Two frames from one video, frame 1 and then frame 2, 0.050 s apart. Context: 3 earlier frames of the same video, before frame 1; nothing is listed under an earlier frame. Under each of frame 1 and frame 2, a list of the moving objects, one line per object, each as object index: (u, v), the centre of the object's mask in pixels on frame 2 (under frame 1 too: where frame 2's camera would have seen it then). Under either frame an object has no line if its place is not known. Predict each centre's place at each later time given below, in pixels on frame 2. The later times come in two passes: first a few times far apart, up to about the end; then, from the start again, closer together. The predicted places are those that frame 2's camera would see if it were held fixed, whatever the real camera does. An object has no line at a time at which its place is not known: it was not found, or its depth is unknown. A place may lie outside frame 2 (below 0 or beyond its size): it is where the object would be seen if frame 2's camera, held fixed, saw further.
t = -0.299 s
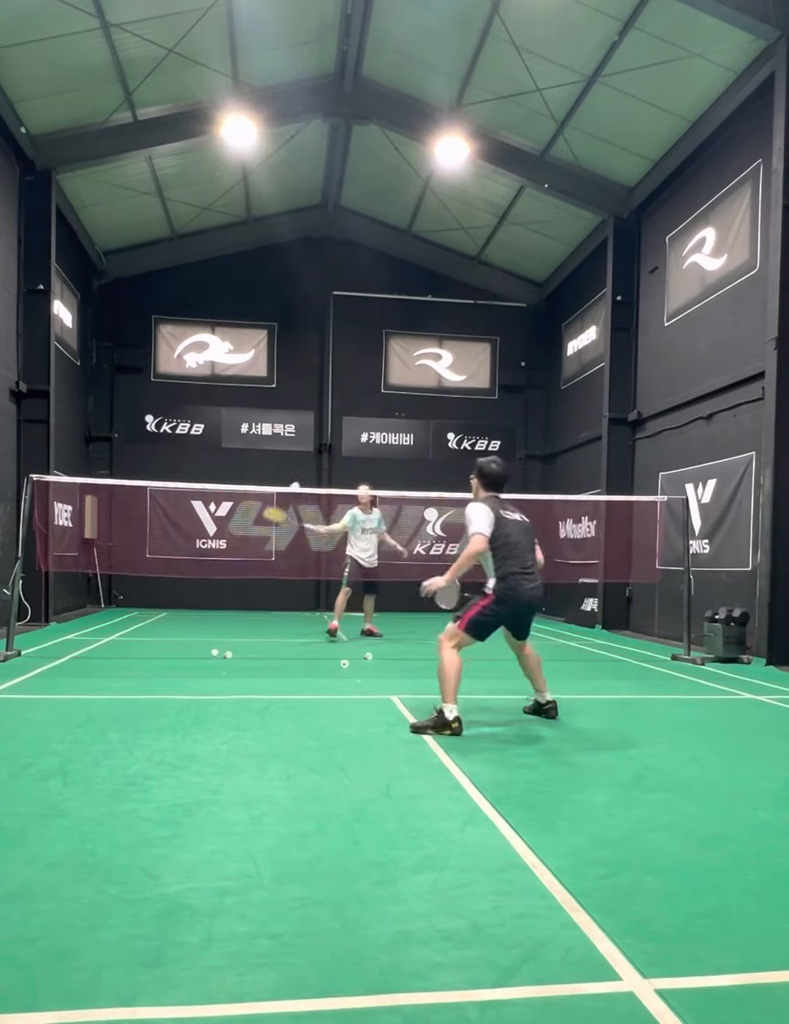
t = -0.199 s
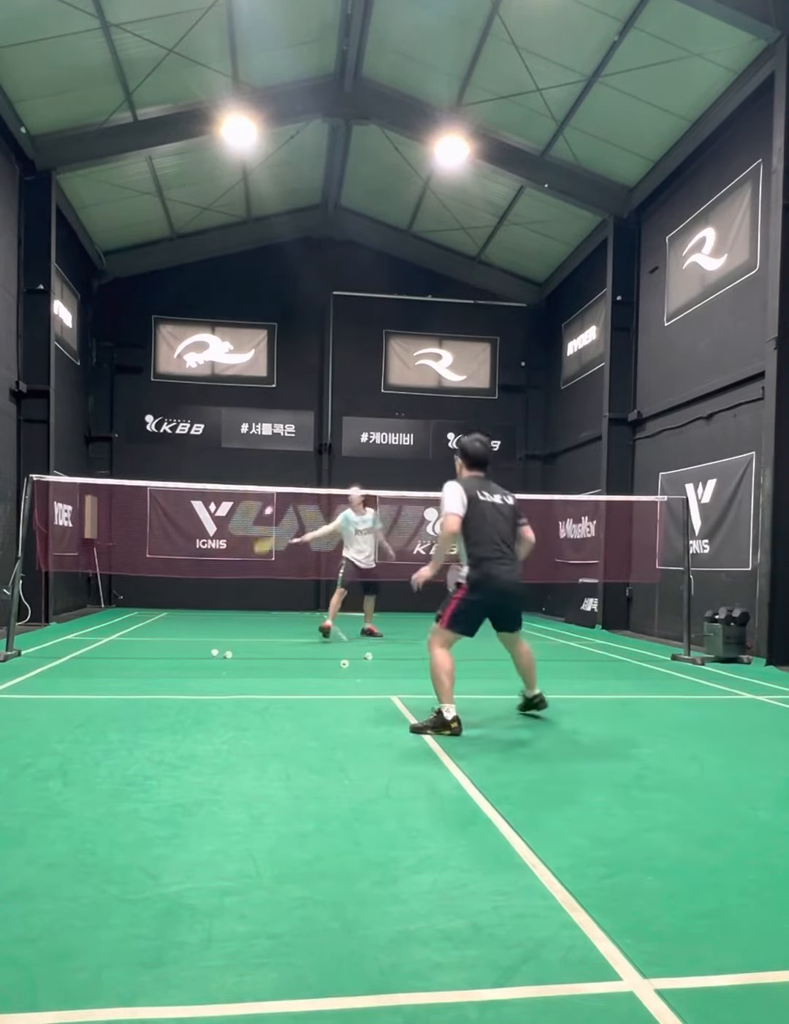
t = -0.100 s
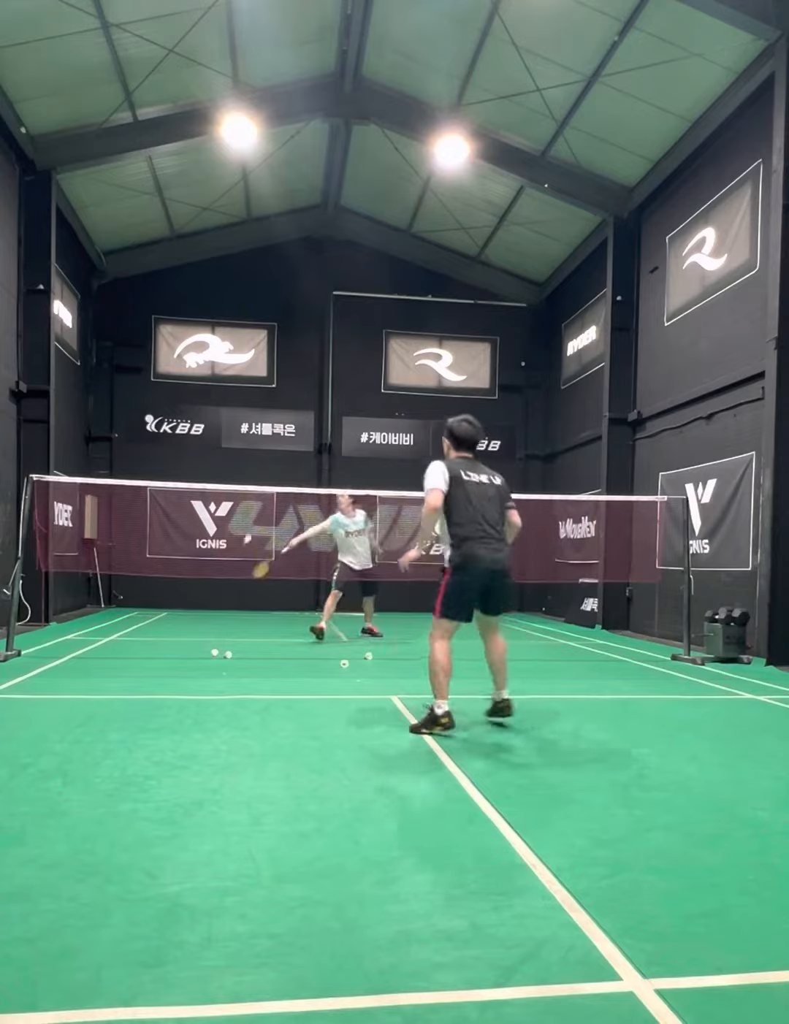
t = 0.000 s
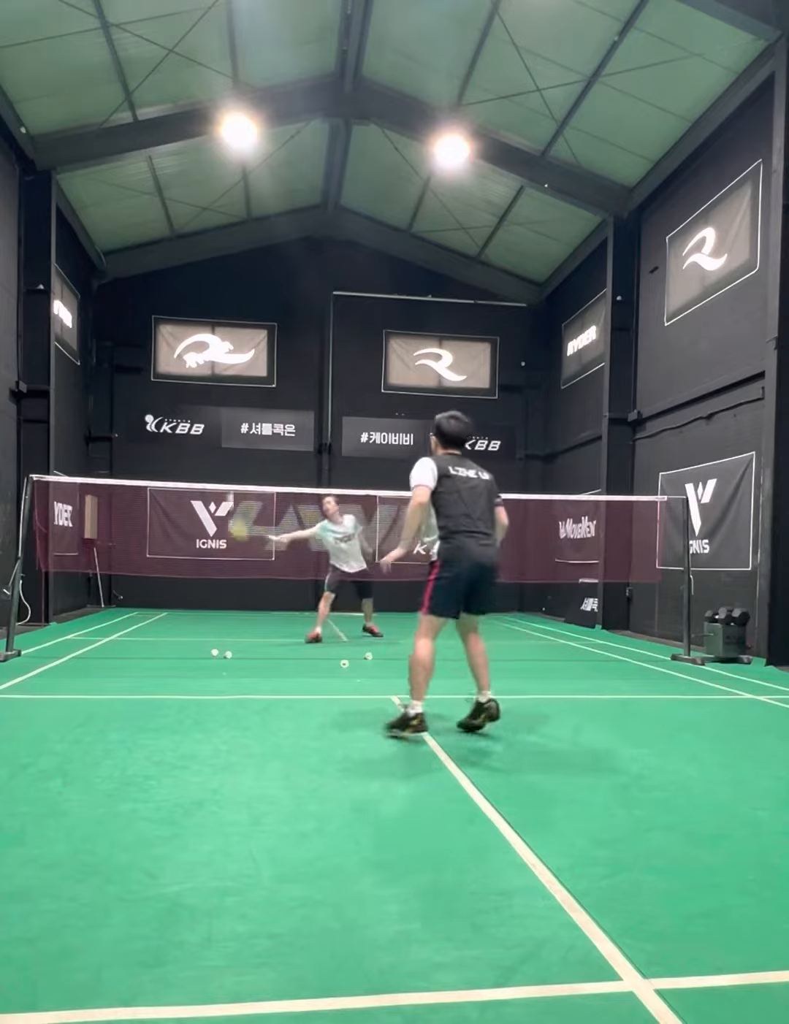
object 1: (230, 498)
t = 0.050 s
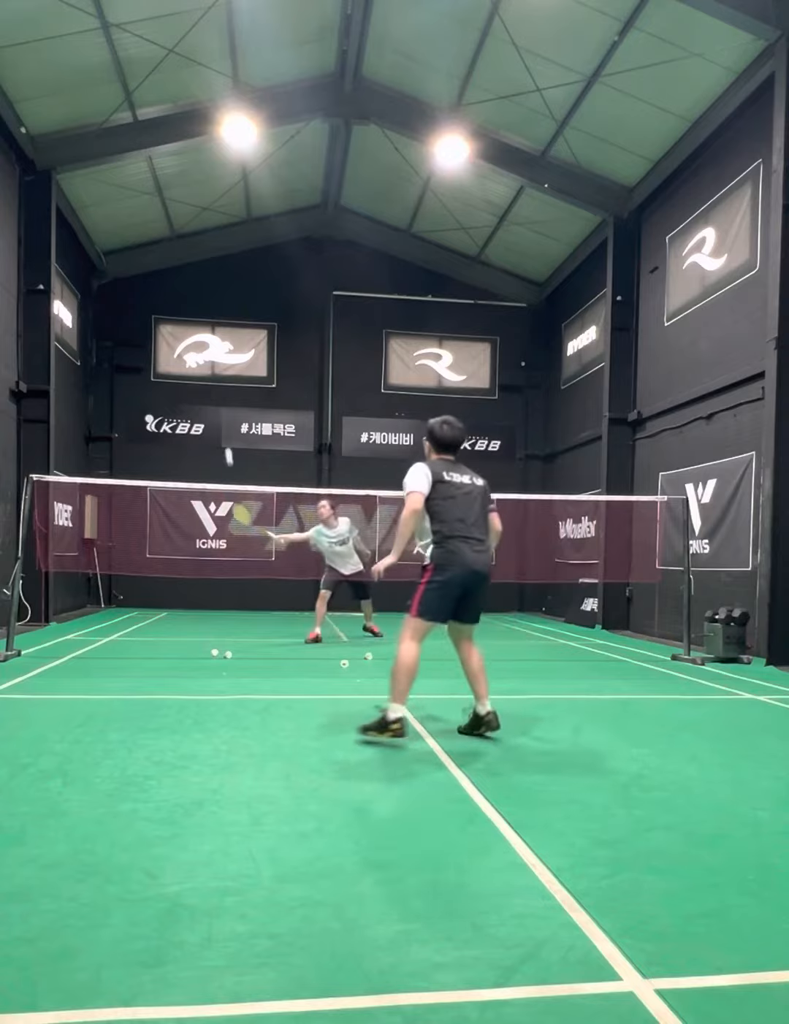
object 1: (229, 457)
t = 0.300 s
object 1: (198, 308)
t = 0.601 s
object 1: (156, 220)
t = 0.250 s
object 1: (205, 329)
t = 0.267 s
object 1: (203, 325)
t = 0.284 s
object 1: (200, 316)
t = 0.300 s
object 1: (198, 308)
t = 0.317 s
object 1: (196, 300)
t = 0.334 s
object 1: (193, 293)
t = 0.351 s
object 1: (191, 286)
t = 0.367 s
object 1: (189, 279)
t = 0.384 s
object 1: (187, 272)
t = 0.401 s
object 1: (185, 266)
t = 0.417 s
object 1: (183, 260)
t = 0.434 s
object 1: (181, 254)
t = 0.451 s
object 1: (179, 249)
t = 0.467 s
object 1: (177, 244)
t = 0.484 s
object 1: (174, 239)
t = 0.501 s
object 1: (172, 235)
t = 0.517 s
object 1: (170, 231)
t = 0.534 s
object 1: (167, 229)
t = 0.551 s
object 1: (165, 226)
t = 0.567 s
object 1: (162, 223)
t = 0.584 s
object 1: (159, 221)
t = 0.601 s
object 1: (156, 220)
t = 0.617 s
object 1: (153, 219)
